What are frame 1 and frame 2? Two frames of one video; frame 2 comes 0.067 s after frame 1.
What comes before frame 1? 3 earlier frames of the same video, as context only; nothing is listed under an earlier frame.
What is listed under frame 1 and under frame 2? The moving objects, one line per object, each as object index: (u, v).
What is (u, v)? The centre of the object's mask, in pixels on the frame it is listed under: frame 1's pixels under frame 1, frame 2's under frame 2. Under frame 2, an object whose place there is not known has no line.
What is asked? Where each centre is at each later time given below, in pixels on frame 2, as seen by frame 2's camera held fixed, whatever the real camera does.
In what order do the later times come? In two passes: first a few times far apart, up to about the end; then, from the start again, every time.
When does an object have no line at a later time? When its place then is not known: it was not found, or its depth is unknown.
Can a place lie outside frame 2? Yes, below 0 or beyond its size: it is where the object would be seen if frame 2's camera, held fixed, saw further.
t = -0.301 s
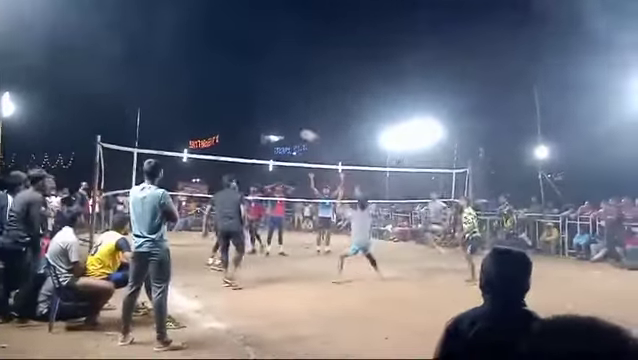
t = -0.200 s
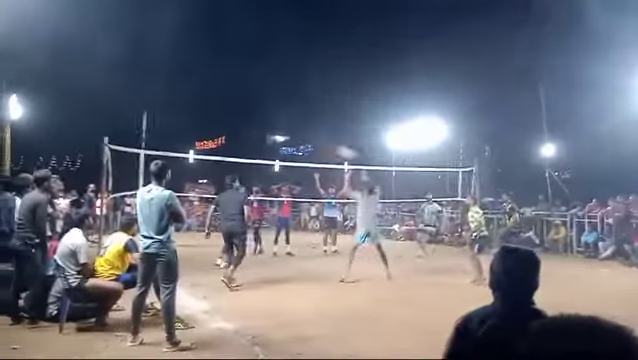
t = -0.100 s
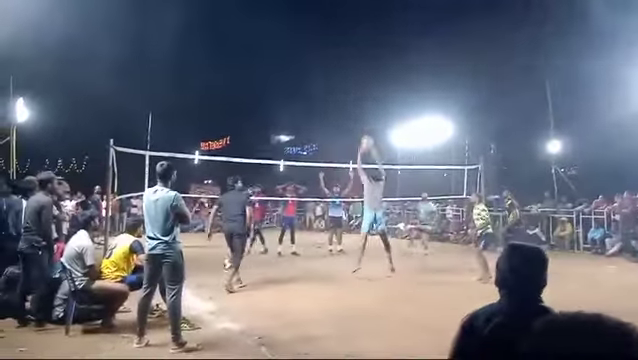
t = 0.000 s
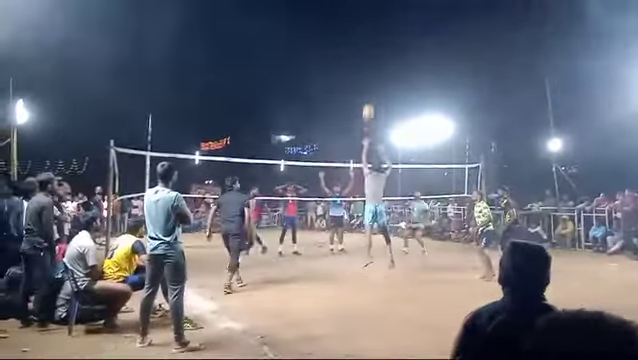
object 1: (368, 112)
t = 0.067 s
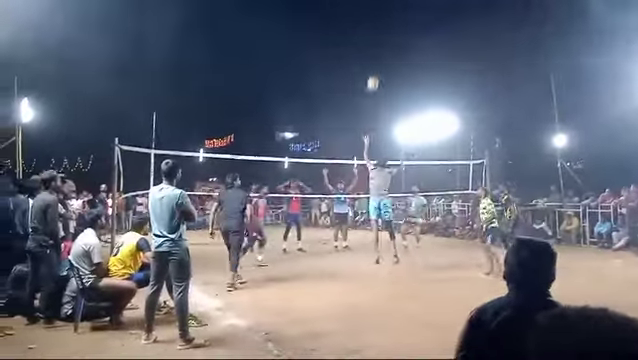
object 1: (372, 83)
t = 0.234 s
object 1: (374, 55)
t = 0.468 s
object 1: (376, 39)
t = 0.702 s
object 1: (376, 49)
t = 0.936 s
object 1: (378, 81)
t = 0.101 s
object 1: (373, 76)
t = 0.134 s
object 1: (373, 70)
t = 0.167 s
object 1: (373, 64)
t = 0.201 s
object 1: (373, 59)
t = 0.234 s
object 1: (374, 55)
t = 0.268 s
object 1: (374, 51)
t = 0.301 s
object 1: (374, 48)
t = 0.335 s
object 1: (375, 45)
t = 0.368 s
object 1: (375, 43)
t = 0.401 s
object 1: (375, 40)
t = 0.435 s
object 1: (375, 40)
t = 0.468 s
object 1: (376, 39)
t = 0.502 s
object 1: (376, 38)
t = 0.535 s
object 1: (376, 39)
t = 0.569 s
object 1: (376, 40)
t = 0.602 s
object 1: (376, 42)
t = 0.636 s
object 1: (376, 44)
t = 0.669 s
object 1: (376, 46)
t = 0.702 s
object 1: (376, 49)
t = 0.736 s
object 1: (377, 53)
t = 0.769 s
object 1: (377, 56)
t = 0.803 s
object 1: (377, 60)
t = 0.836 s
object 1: (377, 65)
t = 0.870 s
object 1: (378, 70)
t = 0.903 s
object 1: (378, 75)
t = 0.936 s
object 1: (378, 81)
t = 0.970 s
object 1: (378, 87)
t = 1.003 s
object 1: (378, 92)
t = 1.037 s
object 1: (378, 98)
